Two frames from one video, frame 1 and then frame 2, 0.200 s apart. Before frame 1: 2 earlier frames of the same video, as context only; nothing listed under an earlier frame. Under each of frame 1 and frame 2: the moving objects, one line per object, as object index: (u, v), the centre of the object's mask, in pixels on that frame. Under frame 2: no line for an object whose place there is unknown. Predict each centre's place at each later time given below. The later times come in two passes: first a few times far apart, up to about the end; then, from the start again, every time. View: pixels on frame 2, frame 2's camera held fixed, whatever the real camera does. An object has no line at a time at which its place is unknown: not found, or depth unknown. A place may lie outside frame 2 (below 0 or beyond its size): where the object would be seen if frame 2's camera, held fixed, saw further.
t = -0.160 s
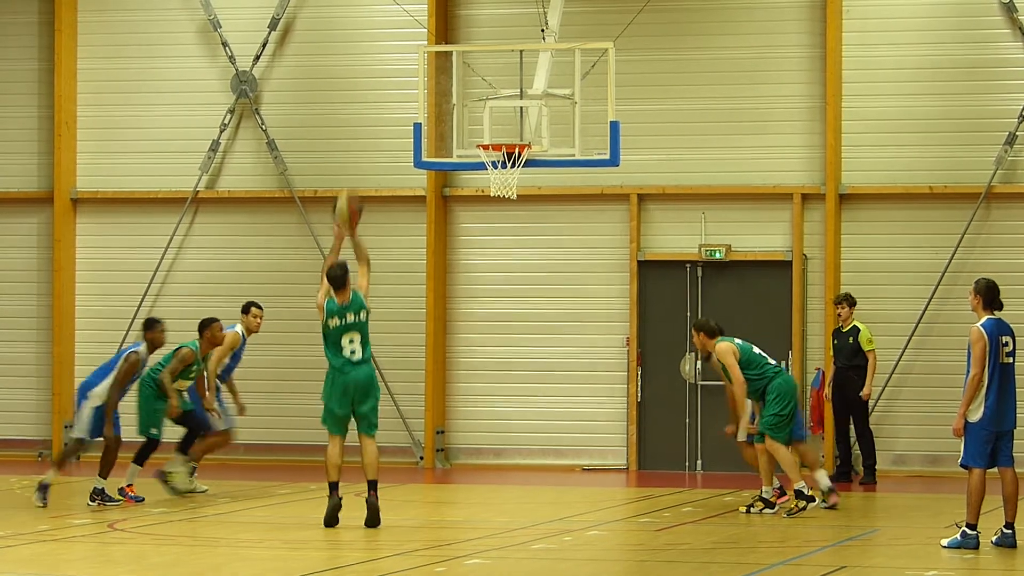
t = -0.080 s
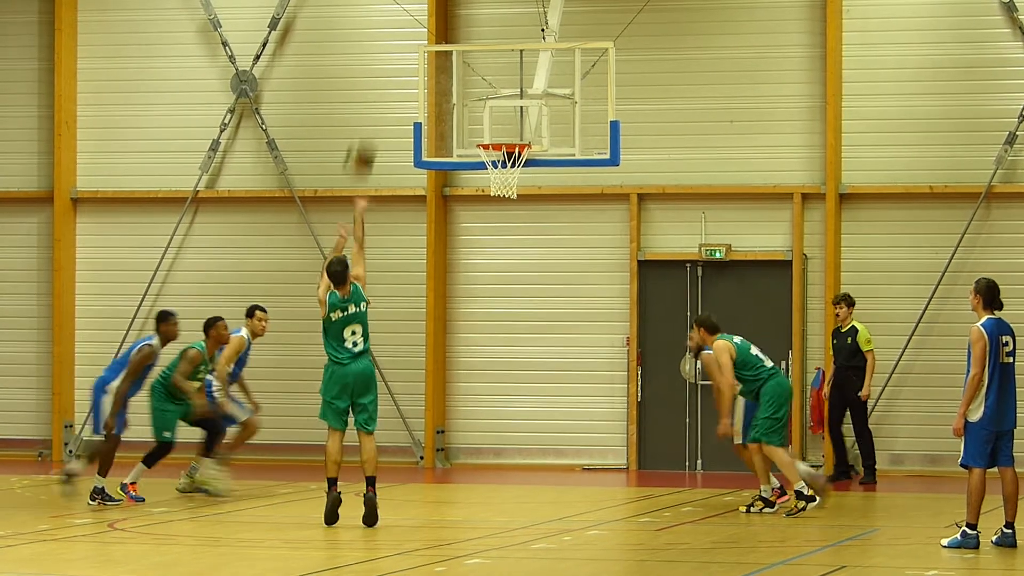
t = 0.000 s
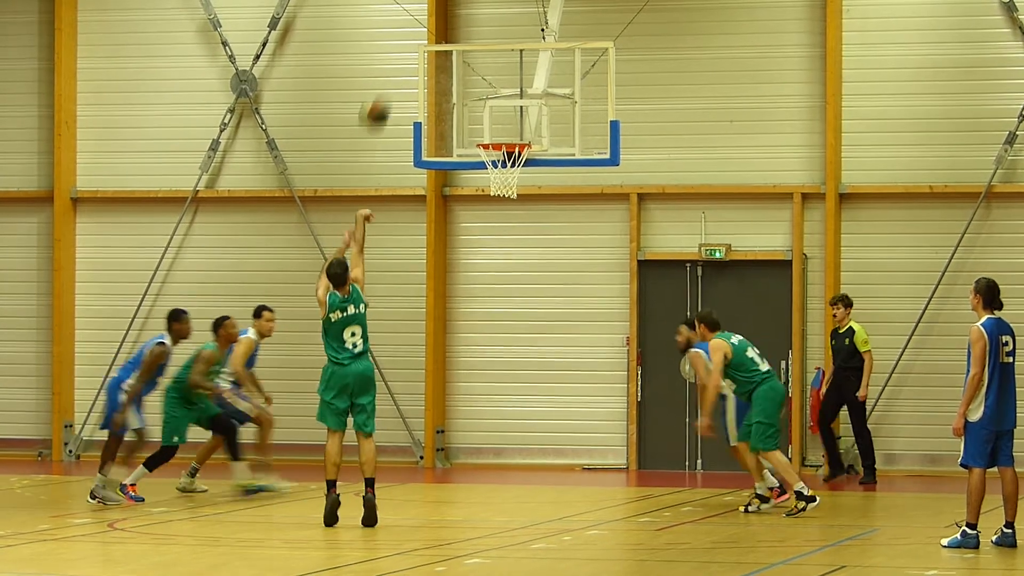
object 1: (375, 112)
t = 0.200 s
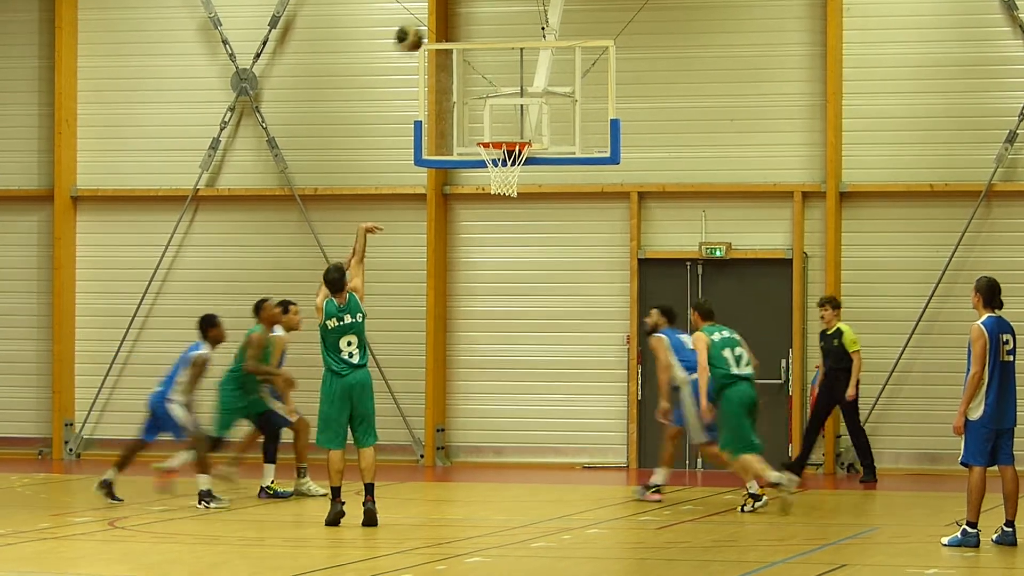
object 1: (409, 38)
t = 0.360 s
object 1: (433, 17)
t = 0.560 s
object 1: (465, 32)
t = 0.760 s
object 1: (491, 91)
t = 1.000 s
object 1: (508, 174)
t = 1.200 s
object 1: (507, 219)
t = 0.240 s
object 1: (415, 29)
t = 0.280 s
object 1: (422, 23)
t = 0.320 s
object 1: (429, 19)
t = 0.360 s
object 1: (433, 17)
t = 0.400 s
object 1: (440, 16)
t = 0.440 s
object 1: (448, 17)
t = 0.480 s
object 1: (453, 20)
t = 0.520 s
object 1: (458, 26)
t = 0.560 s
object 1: (465, 32)
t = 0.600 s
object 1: (470, 41)
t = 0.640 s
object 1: (475, 52)
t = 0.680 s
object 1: (481, 64)
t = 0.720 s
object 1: (486, 76)
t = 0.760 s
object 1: (491, 91)
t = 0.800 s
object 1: (497, 110)
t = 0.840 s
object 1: (502, 127)
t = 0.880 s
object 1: (508, 151)
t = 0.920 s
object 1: (507, 162)
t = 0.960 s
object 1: (507, 169)
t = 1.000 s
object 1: (508, 174)
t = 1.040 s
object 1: (508, 179)
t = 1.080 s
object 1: (508, 187)
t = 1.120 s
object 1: (507, 196)
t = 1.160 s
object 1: (507, 207)
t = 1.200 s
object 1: (507, 219)
